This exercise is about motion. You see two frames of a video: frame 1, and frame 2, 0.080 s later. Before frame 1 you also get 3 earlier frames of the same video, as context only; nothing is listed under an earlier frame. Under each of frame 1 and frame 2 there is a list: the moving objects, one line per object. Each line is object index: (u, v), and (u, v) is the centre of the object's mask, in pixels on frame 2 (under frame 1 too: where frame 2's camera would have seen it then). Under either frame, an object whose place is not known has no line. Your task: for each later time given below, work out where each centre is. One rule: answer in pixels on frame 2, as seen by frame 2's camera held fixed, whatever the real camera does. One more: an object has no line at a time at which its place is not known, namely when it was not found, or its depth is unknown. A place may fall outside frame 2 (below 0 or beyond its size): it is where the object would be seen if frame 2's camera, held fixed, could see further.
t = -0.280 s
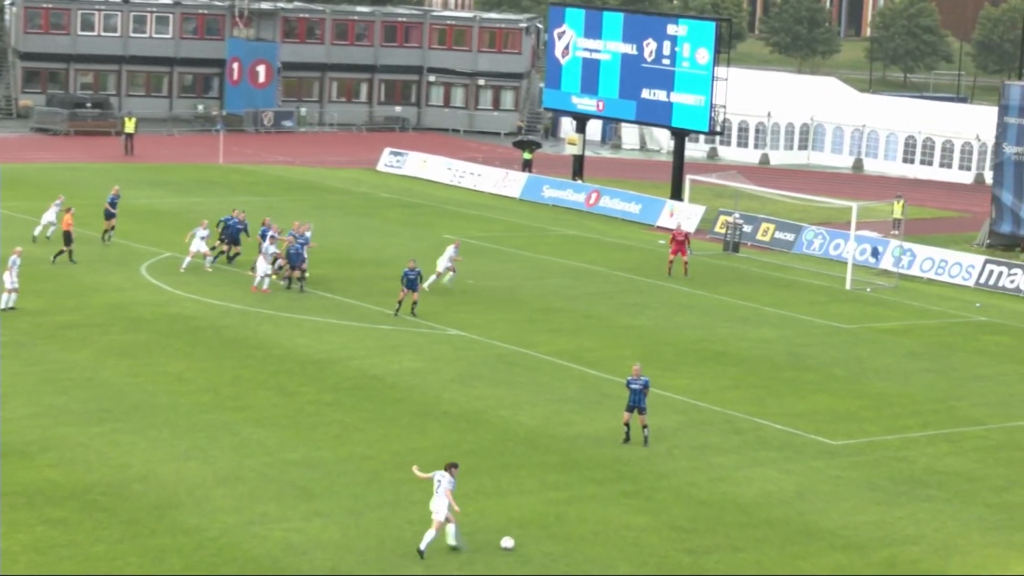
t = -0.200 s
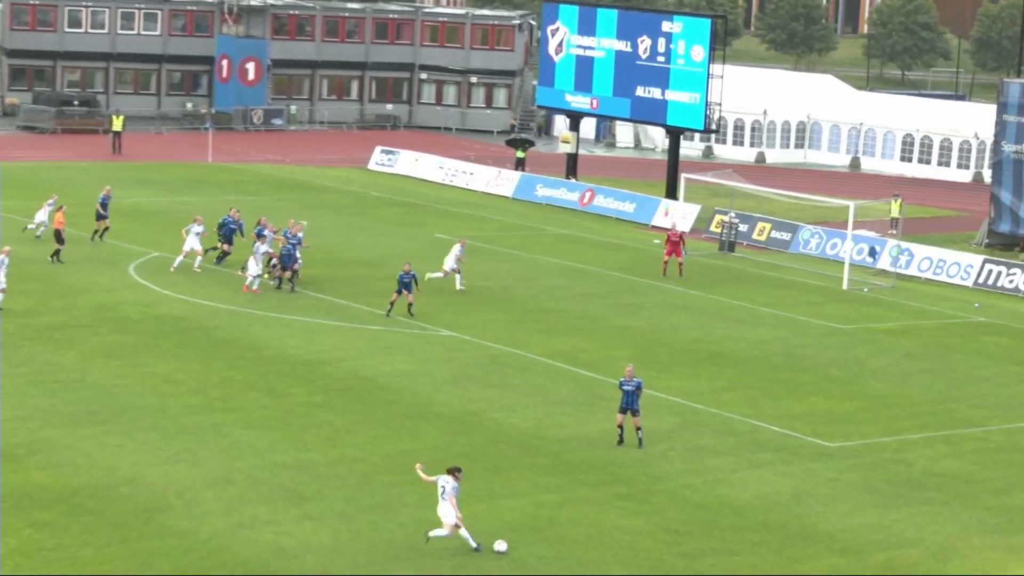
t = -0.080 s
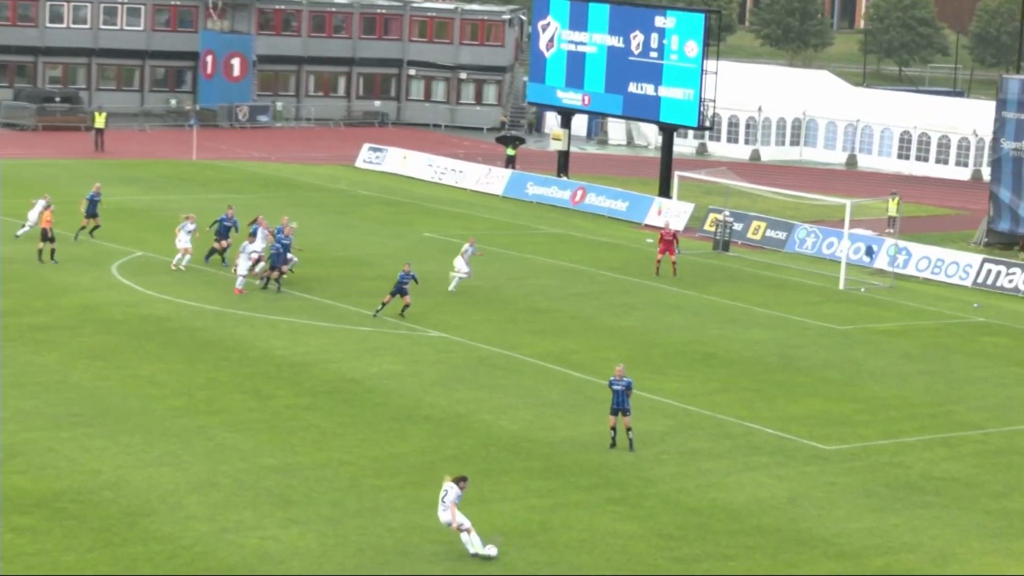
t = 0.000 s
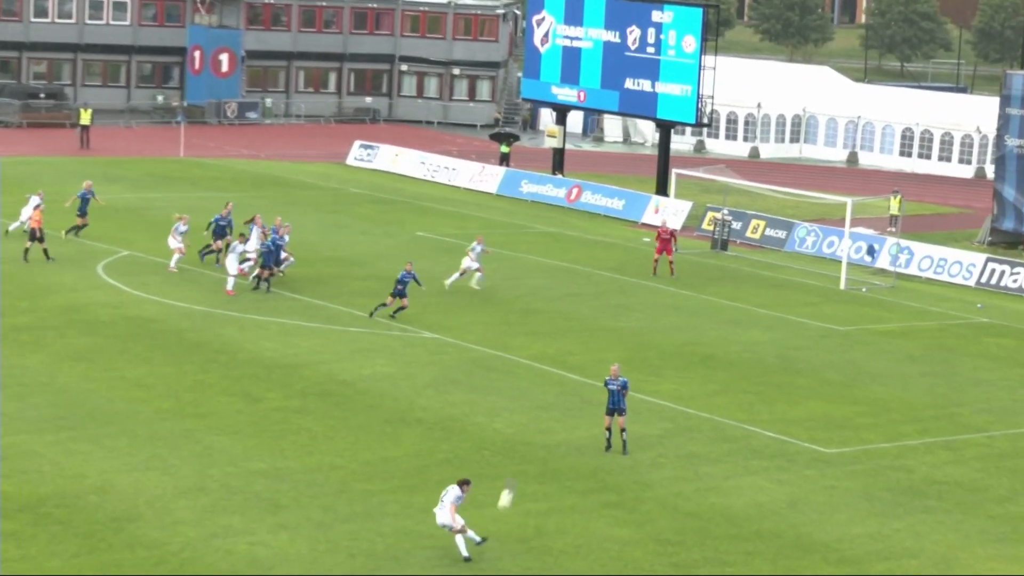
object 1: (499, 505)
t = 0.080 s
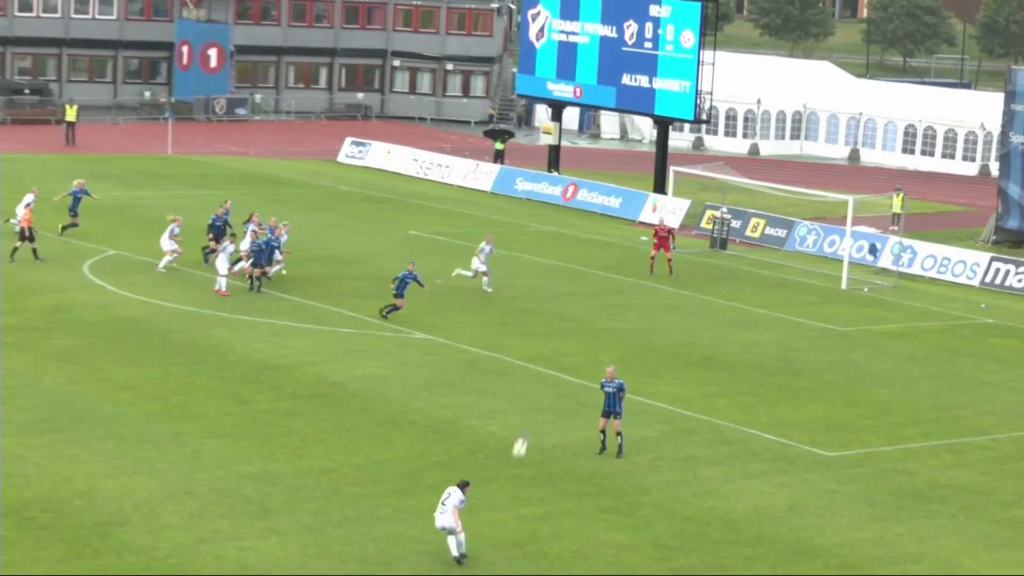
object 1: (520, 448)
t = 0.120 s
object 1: (528, 422)
